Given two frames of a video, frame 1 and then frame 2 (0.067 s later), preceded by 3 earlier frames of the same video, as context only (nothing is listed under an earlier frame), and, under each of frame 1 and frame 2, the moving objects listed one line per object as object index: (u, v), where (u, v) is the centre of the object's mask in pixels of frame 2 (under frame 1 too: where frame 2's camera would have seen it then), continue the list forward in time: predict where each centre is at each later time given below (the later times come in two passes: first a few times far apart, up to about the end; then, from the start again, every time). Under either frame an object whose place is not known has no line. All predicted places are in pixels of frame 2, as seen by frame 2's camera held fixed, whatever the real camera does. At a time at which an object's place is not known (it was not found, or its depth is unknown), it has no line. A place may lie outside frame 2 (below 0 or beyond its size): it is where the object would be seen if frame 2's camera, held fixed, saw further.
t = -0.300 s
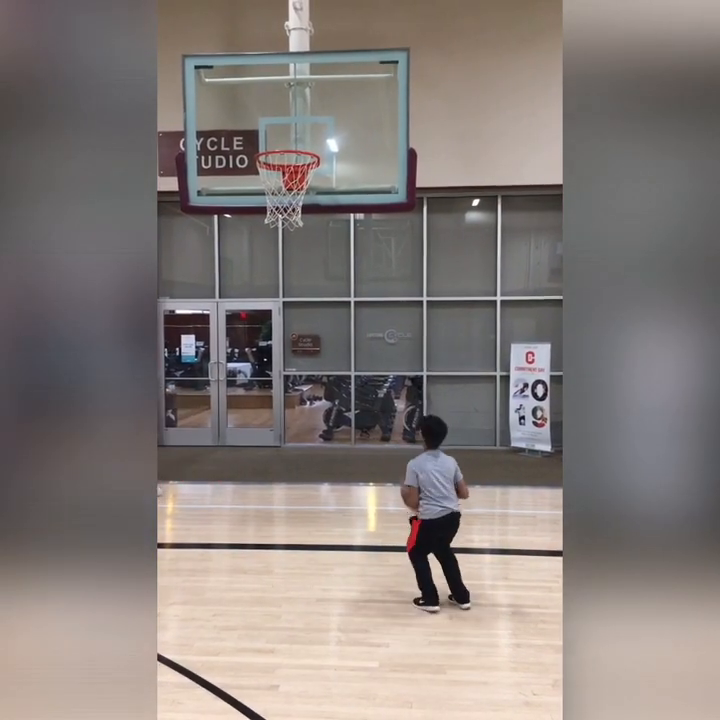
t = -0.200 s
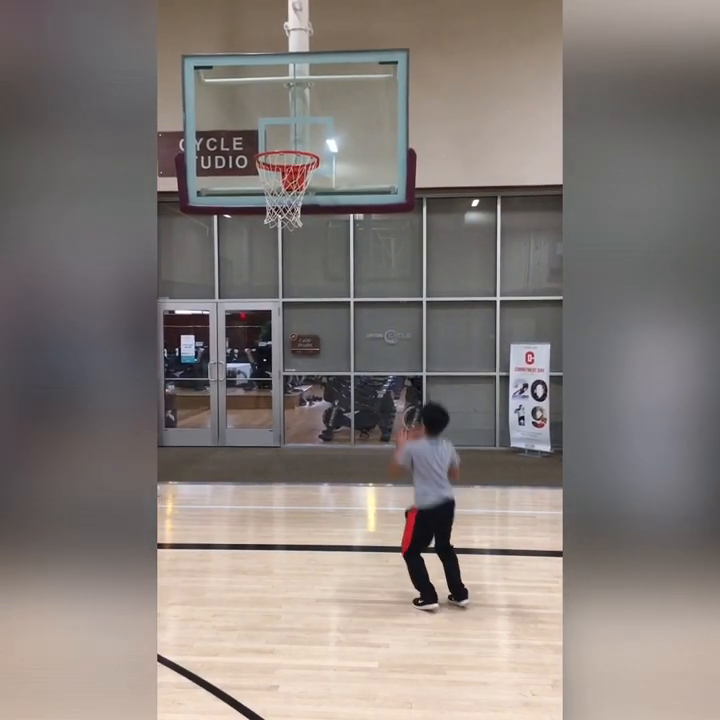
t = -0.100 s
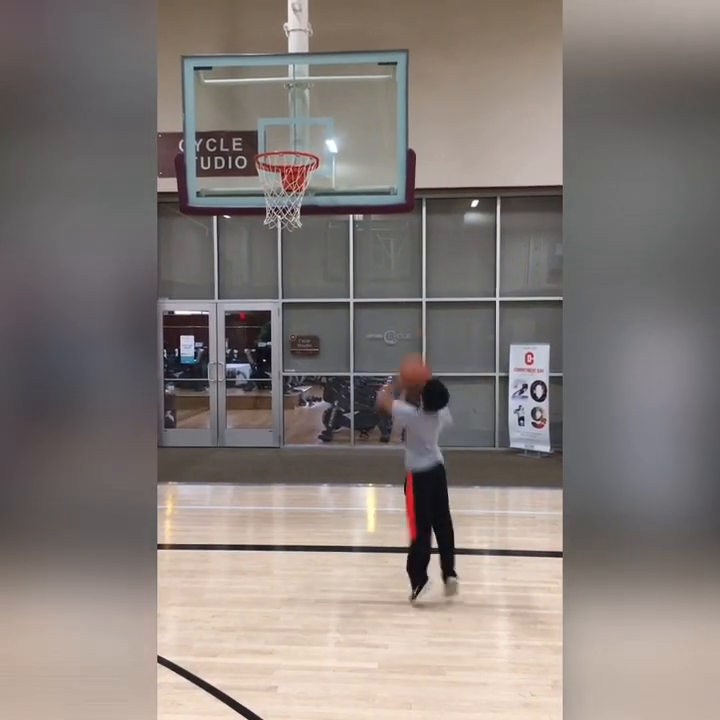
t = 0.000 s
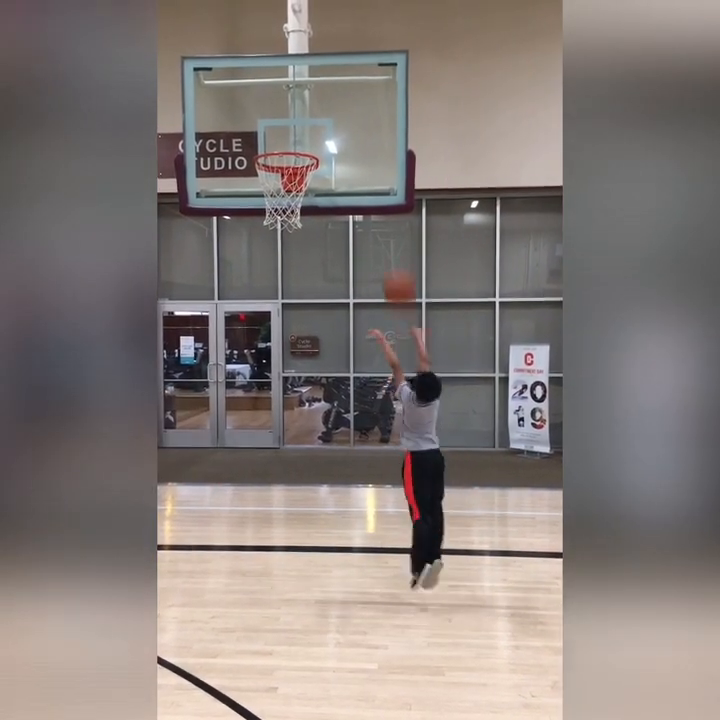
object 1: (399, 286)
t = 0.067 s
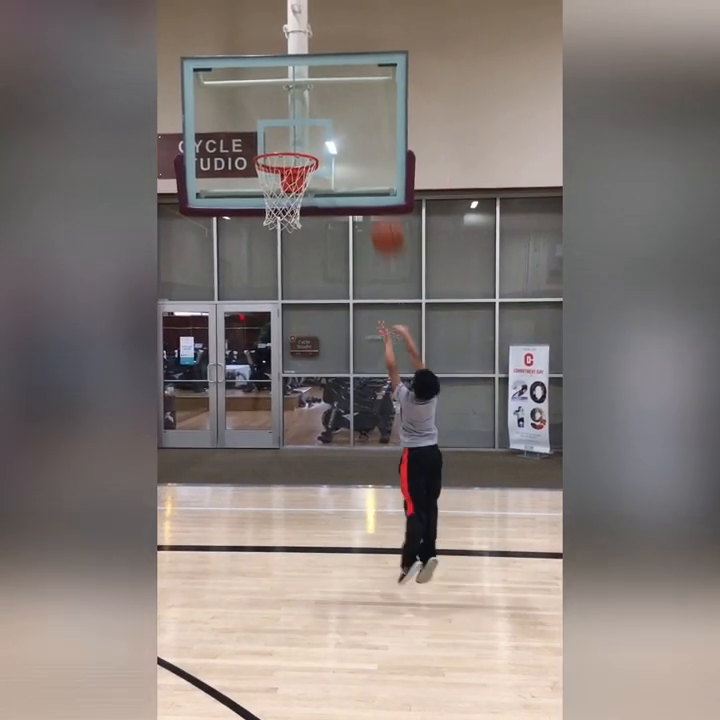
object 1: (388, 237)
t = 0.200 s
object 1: (366, 156)
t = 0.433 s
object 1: (331, 85)
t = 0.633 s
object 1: (303, 81)
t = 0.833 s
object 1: (274, 129)
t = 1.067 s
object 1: (276, 129)
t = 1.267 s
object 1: (277, 135)
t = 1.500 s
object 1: (273, 150)
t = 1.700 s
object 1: (268, 218)
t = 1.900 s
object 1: (265, 342)
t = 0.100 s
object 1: (383, 217)
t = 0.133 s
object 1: (377, 191)
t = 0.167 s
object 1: (371, 173)
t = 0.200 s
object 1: (366, 156)
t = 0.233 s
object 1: (360, 141)
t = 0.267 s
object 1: (355, 127)
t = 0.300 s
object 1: (350, 116)
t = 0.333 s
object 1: (345, 106)
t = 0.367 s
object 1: (340, 97)
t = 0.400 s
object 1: (336, 90)
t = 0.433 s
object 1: (331, 85)
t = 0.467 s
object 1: (326, 81)
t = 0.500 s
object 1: (322, 79)
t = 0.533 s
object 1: (318, 77)
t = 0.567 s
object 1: (313, 77)
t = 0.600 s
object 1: (308, 78)
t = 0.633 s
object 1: (303, 81)
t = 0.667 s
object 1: (298, 85)
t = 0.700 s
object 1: (294, 91)
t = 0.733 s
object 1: (289, 98)
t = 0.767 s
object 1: (284, 107)
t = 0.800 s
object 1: (279, 117)
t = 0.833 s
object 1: (274, 129)
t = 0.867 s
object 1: (271, 138)
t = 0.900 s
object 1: (271, 134)
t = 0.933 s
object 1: (272, 130)
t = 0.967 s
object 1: (273, 127)
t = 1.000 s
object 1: (274, 127)
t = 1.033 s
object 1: (275, 127)
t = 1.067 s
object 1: (276, 129)
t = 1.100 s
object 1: (277, 133)
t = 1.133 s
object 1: (278, 135)
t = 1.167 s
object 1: (278, 134)
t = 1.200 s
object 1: (278, 134)
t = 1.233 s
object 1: (278, 135)
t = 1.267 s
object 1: (277, 135)
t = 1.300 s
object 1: (277, 135)
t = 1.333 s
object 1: (277, 136)
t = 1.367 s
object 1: (276, 137)
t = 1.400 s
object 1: (275, 138)
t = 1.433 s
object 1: (275, 140)
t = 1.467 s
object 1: (274, 144)
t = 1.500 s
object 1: (273, 150)
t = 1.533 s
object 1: (273, 158)
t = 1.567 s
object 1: (271, 166)
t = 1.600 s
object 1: (270, 177)
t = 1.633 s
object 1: (270, 188)
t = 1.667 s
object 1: (269, 201)
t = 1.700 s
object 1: (268, 218)
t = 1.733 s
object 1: (269, 234)
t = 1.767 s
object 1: (267, 254)
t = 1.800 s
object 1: (267, 274)
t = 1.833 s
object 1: (267, 294)
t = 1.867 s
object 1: (266, 318)
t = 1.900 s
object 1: (265, 342)
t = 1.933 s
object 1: (265, 370)
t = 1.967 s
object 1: (264, 397)
